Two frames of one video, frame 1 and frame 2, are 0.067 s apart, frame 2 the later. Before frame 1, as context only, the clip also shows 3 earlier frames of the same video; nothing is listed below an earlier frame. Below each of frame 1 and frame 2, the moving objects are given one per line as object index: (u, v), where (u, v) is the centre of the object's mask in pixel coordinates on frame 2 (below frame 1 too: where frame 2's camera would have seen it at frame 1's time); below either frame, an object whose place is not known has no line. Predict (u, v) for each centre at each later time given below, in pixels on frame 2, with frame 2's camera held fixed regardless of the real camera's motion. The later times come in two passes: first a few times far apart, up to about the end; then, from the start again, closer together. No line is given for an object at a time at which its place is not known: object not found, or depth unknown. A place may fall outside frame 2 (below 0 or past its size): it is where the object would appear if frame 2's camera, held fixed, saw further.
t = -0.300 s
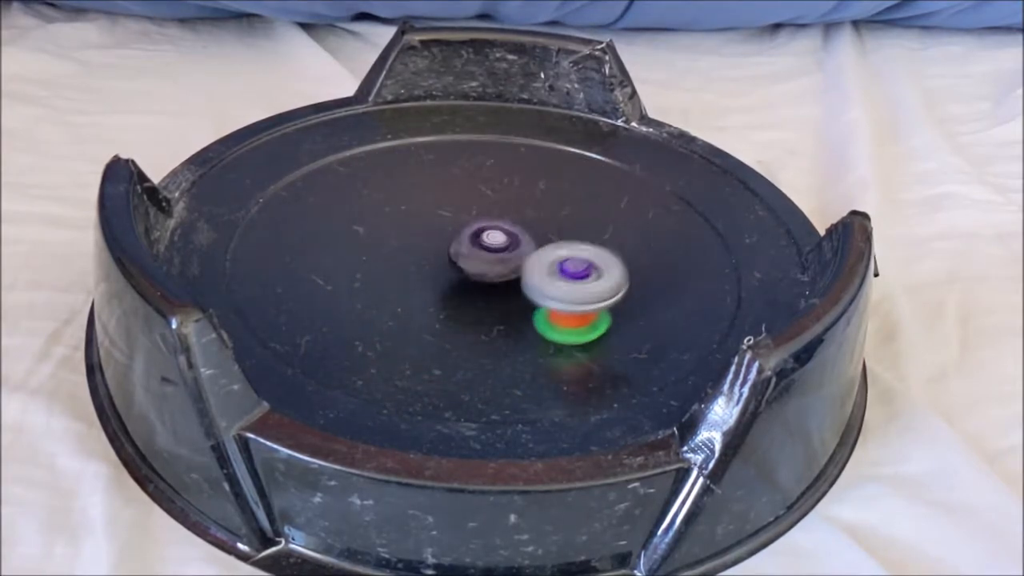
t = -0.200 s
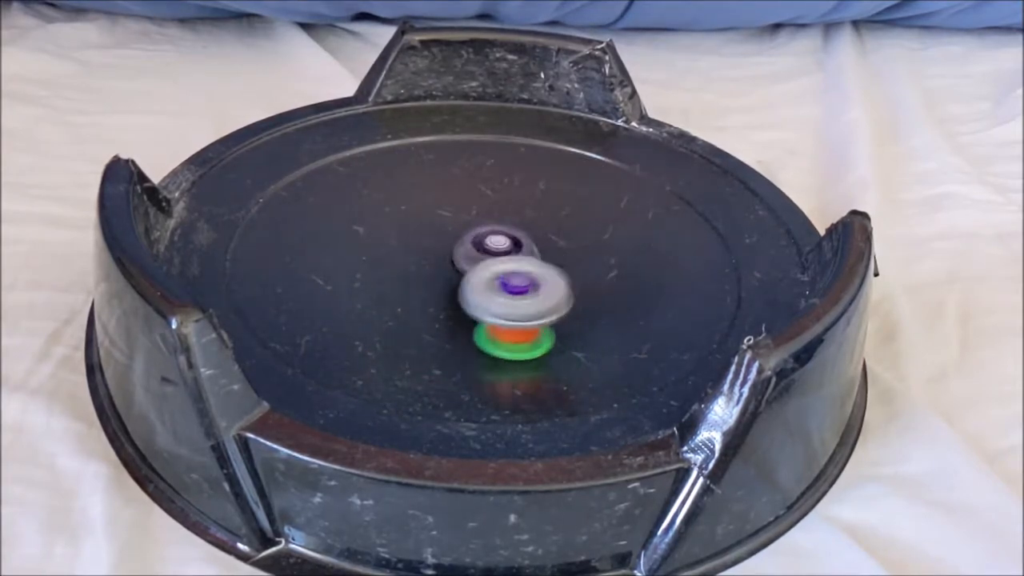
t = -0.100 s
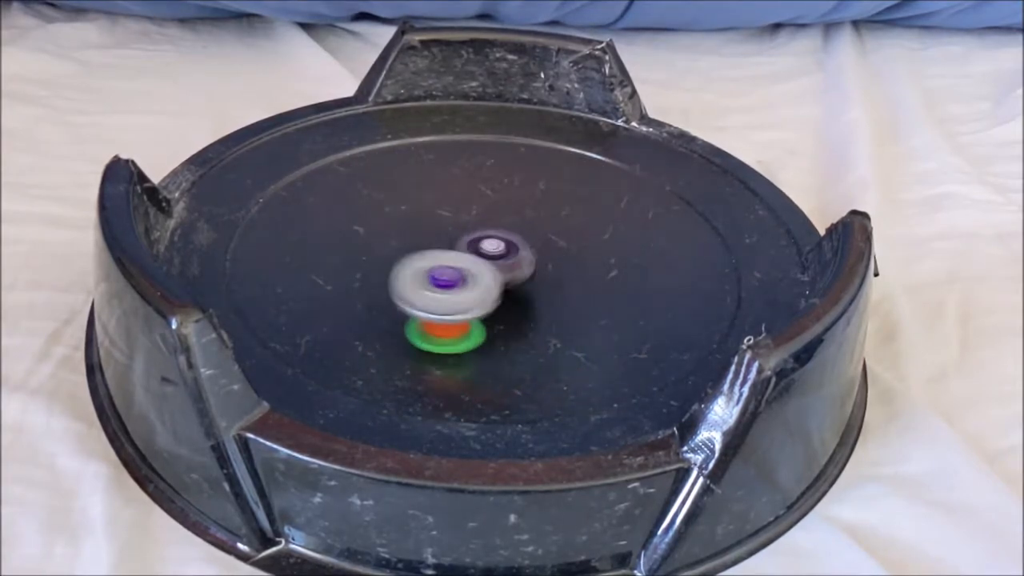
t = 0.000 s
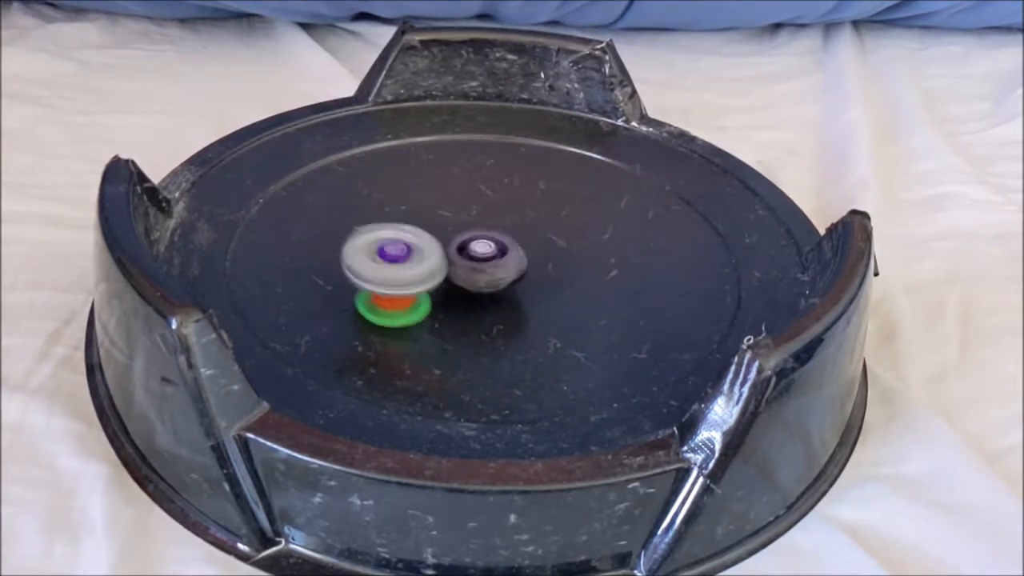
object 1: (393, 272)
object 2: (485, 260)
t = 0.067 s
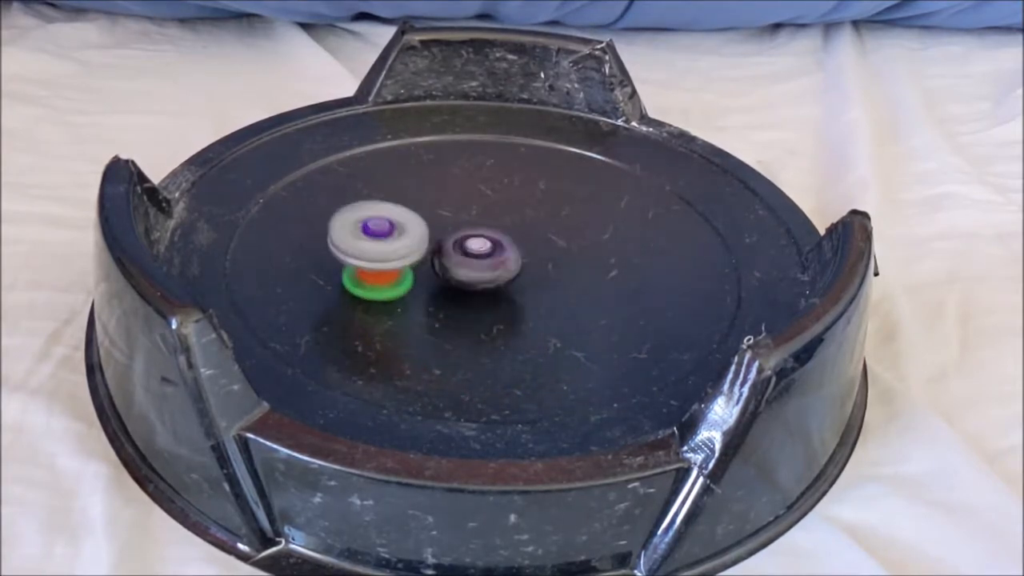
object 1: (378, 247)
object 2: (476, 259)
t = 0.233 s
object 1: (406, 195)
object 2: (480, 253)
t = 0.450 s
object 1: (521, 183)
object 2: (494, 258)
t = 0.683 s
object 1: (597, 245)
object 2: (484, 263)
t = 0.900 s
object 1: (519, 300)
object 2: (478, 246)
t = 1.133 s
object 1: (391, 260)
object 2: (498, 257)
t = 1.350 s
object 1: (420, 195)
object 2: (489, 261)
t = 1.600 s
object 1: (550, 201)
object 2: (482, 252)
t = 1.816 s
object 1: (580, 266)
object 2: (493, 254)
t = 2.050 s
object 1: (459, 293)
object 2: (501, 249)
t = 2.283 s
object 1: (394, 226)
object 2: (478, 256)
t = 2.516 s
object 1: (487, 186)
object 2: (492, 256)
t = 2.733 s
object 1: (576, 230)
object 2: (490, 262)
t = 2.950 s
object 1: (533, 288)
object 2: (469, 253)
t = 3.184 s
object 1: (412, 265)
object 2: (497, 253)
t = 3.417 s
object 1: (428, 201)
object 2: (495, 260)
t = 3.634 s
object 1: (530, 196)
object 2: (482, 259)
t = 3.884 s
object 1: (577, 261)
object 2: (487, 253)
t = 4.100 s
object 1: (491, 293)
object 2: (495, 240)
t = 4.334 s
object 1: (400, 250)
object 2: (483, 260)
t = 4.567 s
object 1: (437, 196)
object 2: (486, 255)
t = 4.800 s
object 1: (540, 204)
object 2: (491, 259)
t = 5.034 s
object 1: (567, 262)
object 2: (480, 260)
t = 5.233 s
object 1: (489, 286)
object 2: (484, 234)
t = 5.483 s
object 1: (412, 237)
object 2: (496, 258)
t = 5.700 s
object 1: (473, 194)
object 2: (487, 260)
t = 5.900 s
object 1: (553, 222)
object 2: (483, 255)
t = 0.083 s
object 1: (376, 242)
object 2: (475, 259)
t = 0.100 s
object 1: (377, 235)
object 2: (475, 258)
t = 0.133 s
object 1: (379, 224)
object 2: (475, 256)
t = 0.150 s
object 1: (381, 218)
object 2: (475, 255)
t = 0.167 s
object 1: (384, 213)
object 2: (475, 255)
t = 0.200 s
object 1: (394, 203)
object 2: (477, 254)
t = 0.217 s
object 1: (400, 199)
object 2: (478, 253)
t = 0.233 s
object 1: (406, 195)
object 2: (480, 253)
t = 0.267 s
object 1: (421, 188)
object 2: (482, 253)
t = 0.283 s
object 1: (428, 185)
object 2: (483, 252)
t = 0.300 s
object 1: (437, 183)
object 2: (484, 253)
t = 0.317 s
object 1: (446, 181)
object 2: (486, 252)
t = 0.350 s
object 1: (464, 178)
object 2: (489, 253)
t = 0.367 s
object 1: (473, 177)
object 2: (490, 254)
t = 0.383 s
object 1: (483, 178)
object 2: (490, 254)
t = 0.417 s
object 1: (502, 180)
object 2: (492, 256)
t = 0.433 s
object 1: (512, 181)
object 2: (494, 257)
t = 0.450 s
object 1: (521, 183)
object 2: (494, 258)
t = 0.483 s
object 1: (539, 188)
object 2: (495, 258)
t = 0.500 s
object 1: (547, 192)
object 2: (494, 260)
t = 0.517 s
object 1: (555, 195)
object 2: (495, 261)
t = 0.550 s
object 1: (569, 203)
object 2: (494, 261)
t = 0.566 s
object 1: (575, 208)
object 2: (492, 262)
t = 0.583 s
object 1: (581, 213)
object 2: (492, 263)
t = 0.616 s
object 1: (589, 223)
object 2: (490, 264)
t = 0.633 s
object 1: (592, 229)
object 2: (489, 263)
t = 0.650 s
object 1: (595, 234)
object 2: (487, 263)
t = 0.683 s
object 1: (597, 245)
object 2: (484, 263)
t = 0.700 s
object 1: (596, 251)
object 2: (484, 263)
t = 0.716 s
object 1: (595, 257)
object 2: (483, 263)
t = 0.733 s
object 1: (593, 262)
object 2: (482, 262)
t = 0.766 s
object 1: (585, 272)
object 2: (481, 261)
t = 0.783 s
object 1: (580, 277)
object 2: (482, 260)
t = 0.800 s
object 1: (574, 282)
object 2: (480, 259)
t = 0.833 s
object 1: (558, 291)
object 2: (478, 255)
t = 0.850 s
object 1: (550, 294)
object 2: (477, 253)
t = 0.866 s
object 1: (540, 296)
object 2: (475, 252)
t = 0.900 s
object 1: (519, 300)
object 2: (478, 246)
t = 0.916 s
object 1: (508, 301)
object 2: (480, 244)
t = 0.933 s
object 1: (497, 301)
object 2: (485, 242)
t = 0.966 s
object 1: (474, 300)
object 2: (498, 242)
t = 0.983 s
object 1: (463, 299)
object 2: (498, 244)
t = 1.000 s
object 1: (452, 296)
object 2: (501, 246)
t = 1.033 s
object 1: (432, 289)
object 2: (502, 249)
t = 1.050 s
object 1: (423, 285)
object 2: (502, 253)
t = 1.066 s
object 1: (415, 282)
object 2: (500, 254)
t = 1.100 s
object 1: (401, 271)
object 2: (499, 255)
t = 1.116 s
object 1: (396, 265)
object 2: (498, 256)
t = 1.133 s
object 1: (391, 260)
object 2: (498, 257)
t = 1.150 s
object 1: (388, 255)
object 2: (499, 258)
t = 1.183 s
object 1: (383, 243)
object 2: (499, 259)
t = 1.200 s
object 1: (383, 237)
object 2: (499, 259)
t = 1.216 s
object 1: (384, 231)
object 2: (498, 259)
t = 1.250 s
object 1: (387, 220)
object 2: (496, 261)
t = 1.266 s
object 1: (391, 215)
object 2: (496, 261)
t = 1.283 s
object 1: (396, 210)
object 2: (494, 261)
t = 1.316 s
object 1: (407, 202)
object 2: (491, 261)
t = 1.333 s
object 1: (413, 198)
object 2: (491, 261)
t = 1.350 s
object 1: (420, 195)
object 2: (489, 261)
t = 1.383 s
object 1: (436, 189)
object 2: (486, 259)
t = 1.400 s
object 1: (445, 188)
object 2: (484, 260)
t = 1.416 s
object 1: (453, 186)
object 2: (485, 259)
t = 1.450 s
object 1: (472, 184)
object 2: (484, 258)
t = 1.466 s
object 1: (481, 184)
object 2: (482, 257)
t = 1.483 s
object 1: (491, 185)
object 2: (482, 257)
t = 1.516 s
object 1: (509, 186)
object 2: (482, 256)
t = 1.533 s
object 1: (519, 188)
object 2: (480, 255)
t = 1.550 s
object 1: (527, 191)
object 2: (482, 254)
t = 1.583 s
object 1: (543, 198)
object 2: (482, 253)
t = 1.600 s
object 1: (550, 201)
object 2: (482, 252)
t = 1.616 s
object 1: (558, 205)
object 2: (484, 252)
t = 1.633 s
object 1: (564, 209)
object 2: (485, 251)
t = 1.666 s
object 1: (574, 218)
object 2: (487, 250)
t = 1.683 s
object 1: (579, 223)
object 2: (487, 251)
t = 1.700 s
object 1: (582, 229)
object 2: (489, 251)
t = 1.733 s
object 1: (586, 240)
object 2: (491, 251)
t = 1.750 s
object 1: (587, 245)
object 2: (491, 251)
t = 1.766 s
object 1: (587, 250)
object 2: (492, 251)
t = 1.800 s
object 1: (584, 261)
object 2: (494, 253)
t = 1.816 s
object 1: (580, 266)
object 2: (493, 254)
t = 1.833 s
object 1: (577, 271)
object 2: (492, 254)
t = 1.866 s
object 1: (565, 280)
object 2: (488, 254)
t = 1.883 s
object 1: (558, 284)
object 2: (486, 254)
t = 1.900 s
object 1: (550, 287)
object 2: (485, 253)
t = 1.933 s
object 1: (533, 293)
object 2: (482, 249)
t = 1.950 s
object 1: (523, 295)
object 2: (482, 247)
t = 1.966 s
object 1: (513, 296)
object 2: (483, 246)
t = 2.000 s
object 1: (491, 296)
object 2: (493, 241)
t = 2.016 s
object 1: (481, 296)
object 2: (497, 243)
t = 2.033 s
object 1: (469, 295)
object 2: (500, 246)
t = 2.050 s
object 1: (459, 293)
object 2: (501, 249)
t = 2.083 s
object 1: (439, 287)
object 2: (501, 255)
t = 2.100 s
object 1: (430, 284)
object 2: (497, 256)
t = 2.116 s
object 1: (422, 279)
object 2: (495, 259)
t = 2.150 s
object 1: (408, 270)
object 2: (490, 260)
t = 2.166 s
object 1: (403, 264)
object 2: (486, 260)
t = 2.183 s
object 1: (398, 259)
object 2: (485, 259)
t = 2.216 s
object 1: (393, 248)
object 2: (481, 258)
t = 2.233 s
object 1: (392, 242)
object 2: (479, 257)
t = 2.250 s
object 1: (391, 237)
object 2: (478, 257)
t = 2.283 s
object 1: (394, 226)
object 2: (478, 256)
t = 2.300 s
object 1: (396, 221)
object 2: (479, 256)
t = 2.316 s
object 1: (400, 216)
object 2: (480, 255)
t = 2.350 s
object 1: (409, 207)
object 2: (481, 254)
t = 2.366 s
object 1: (414, 204)
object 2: (481, 254)
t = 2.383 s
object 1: (420, 200)
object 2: (484, 254)
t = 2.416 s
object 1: (434, 194)
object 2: (486, 253)
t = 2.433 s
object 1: (442, 191)
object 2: (486, 253)
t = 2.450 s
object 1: (451, 189)
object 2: (488, 254)
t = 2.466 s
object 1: (459, 188)
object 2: (488, 254)
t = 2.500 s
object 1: (477, 186)
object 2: (490, 256)
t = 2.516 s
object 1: (487, 186)
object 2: (492, 256)
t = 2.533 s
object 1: (496, 187)
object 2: (491, 256)
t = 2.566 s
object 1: (514, 190)
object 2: (491, 257)
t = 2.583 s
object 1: (523, 193)
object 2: (494, 258)
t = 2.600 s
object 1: (530, 195)
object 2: (493, 259)
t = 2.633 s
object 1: (546, 203)
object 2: (493, 259)
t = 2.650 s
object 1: (552, 207)
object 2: (493, 259)
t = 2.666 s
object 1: (558, 211)
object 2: (492, 260)
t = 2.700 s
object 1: (569, 220)
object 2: (491, 261)
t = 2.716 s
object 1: (573, 225)
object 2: (491, 262)
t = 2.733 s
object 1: (576, 230)
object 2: (490, 262)
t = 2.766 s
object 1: (580, 241)
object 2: (488, 262)
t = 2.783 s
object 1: (581, 246)
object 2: (487, 262)
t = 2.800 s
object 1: (580, 251)
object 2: (486, 262)
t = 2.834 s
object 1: (576, 261)
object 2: (484, 261)
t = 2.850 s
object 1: (573, 266)
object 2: (482, 261)
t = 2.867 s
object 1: (568, 271)
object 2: (480, 261)
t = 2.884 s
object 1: (564, 275)
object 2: (479, 261)
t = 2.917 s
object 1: (550, 283)
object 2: (474, 257)
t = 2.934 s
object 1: (542, 286)
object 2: (473, 254)
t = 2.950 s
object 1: (533, 288)
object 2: (469, 253)
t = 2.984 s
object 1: (515, 292)
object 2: (470, 247)
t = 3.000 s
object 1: (506, 293)
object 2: (474, 243)
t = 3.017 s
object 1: (496, 293)
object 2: (476, 240)
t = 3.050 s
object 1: (476, 291)
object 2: (490, 238)
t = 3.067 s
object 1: (466, 290)
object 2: (497, 241)
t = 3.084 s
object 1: (456, 288)
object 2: (498, 243)
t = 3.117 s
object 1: (439, 281)
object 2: (501, 248)
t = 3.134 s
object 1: (431, 278)
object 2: (501, 251)
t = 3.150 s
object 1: (424, 274)
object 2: (500, 250)
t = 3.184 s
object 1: (412, 265)
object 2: (497, 253)
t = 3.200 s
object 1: (408, 261)
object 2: (497, 254)
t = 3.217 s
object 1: (404, 256)
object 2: (496, 254)
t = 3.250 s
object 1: (399, 245)
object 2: (496, 255)
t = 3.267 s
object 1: (398, 240)
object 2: (495, 255)
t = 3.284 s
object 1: (398, 234)
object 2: (496, 256)
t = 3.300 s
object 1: (399, 230)
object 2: (496, 256)
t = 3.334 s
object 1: (404, 219)
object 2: (497, 257)
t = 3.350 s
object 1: (407, 216)
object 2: (498, 257)
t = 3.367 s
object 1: (412, 211)
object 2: (496, 258)
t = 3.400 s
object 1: (422, 204)
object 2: (495, 259)
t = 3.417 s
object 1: (428, 201)
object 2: (495, 260)
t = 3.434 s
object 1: (434, 199)
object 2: (494, 260)
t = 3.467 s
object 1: (449, 192)
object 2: (492, 260)
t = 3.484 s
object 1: (456, 191)
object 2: (491, 260)
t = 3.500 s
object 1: (464, 190)
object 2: (489, 260)
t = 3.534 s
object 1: (480, 188)
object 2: (488, 261)
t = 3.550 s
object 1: (489, 187)
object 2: (486, 260)
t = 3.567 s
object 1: (497, 189)
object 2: (487, 260)
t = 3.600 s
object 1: (515, 191)
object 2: (484, 259)
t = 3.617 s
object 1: (522, 193)
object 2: (483, 259)
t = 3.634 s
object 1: (530, 196)
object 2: (482, 259)
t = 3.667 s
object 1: (543, 202)
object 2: (481, 257)
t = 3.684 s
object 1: (550, 205)
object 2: (482, 256)
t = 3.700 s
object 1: (557, 210)
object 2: (480, 255)
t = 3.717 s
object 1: (562, 213)
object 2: (482, 255)
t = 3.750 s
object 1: (571, 222)
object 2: (482, 254)
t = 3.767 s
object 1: (575, 226)
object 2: (483, 254)
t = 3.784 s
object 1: (578, 232)
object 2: (483, 253)
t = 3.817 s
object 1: (581, 241)
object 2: (485, 252)
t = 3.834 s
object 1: (581, 247)
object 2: (486, 252)
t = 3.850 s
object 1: (580, 251)
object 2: (486, 253)
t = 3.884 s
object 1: (577, 261)
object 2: (487, 253)
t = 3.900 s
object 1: (573, 264)
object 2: (488, 252)
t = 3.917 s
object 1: (569, 269)
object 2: (485, 252)
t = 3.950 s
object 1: (560, 276)
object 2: (483, 252)
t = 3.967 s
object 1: (554, 280)
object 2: (482, 252)
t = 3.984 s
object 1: (547, 283)
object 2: (482, 251)
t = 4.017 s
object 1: (533, 288)
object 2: (480, 247)
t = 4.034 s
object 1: (526, 290)
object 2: (480, 246)
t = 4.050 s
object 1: (517, 292)
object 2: (482, 244)
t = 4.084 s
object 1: (500, 293)
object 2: (488, 241)
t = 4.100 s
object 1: (491, 293)
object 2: (495, 240)
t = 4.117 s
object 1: (482, 293)
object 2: (498, 241)
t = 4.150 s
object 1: (464, 290)
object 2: (505, 247)
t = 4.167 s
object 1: (456, 289)
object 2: (506, 251)
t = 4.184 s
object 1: (447, 287)
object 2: (503, 252)
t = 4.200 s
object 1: (438, 283)
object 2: (503, 257)
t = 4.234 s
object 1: (425, 277)
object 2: (497, 259)
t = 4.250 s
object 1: (418, 273)
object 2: (496, 259)
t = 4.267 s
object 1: (414, 270)
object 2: (493, 259)
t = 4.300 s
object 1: (405, 261)
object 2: (487, 260)
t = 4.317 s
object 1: (402, 256)
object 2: (487, 260)
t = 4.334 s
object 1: (400, 250)
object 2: (483, 260)
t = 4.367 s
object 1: (397, 242)
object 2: (482, 258)
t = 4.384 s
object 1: (397, 236)
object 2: (482, 258)
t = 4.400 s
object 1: (397, 233)
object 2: (480, 257)
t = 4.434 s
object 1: (400, 224)
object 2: (480, 256)
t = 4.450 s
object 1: (403, 221)
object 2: (481, 256)
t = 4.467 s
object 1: (407, 215)
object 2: (481, 256)
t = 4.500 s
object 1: (415, 209)
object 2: (483, 256)
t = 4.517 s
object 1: (420, 205)
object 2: (484, 254)
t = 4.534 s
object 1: (425, 202)
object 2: (483, 255)
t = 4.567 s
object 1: (437, 196)
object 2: (486, 255)
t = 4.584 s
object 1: (444, 195)
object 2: (487, 255)
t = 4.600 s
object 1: (452, 192)
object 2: (489, 255)
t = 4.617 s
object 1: (458, 191)
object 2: (489, 255)
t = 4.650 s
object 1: (474, 189)
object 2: (489, 257)
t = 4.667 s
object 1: (481, 190)
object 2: (490, 257)
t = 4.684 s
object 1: (489, 190)
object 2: (492, 258)
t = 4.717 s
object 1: (505, 192)
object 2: (492, 258)
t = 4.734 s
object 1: (513, 194)
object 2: (491, 258)
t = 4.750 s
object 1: (520, 195)
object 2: (491, 258)
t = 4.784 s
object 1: (534, 201)
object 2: (490, 259)
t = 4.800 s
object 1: (540, 204)
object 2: (491, 259)
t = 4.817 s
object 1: (546, 208)
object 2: (490, 260)
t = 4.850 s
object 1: (556, 216)
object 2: (491, 261)
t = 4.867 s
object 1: (559, 220)
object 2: (490, 260)
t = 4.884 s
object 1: (563, 223)
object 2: (489, 261)
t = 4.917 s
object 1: (568, 232)
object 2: (488, 262)
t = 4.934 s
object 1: (570, 236)
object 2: (487, 262)
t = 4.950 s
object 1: (571, 241)
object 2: (485, 261)
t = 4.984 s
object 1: (572, 249)
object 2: (484, 260)
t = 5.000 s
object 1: (570, 254)
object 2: (482, 260)
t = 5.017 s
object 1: (569, 258)
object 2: (481, 260)
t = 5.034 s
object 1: (567, 262)
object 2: (480, 260)
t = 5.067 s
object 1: (560, 269)
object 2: (477, 259)
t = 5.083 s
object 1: (555, 273)
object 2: (476, 258)
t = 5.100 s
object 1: (549, 277)
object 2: (473, 257)
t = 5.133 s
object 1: (536, 281)
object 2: (469, 254)
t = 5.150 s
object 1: (529, 283)
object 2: (468, 252)
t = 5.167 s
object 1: (522, 285)
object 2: (468, 249)
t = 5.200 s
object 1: (506, 286)
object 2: (471, 241)
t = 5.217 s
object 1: (498, 287)
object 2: (475, 238)
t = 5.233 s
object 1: (489, 286)
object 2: (484, 234)
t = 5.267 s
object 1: (474, 284)
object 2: (499, 237)
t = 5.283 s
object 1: (465, 283)
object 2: (505, 242)
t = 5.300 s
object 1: (458, 281)
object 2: (508, 245)
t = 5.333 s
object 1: (444, 276)
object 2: (507, 251)
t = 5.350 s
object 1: (437, 273)
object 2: (506, 252)
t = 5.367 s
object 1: (431, 269)
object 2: (505, 254)
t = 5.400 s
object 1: (422, 261)
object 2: (501, 257)
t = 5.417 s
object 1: (418, 256)
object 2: (500, 257)
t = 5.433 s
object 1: (415, 252)
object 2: (498, 257)
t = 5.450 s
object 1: (413, 247)
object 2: (498, 257)
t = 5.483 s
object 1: (412, 237)
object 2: (496, 258)
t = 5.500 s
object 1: (413, 233)
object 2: (496, 258)
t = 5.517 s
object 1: (415, 228)
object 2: (495, 258)
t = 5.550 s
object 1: (421, 220)
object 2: (495, 260)
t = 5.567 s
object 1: (424, 216)
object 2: (493, 259)
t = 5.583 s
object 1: (428, 212)
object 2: (494, 259)
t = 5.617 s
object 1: (438, 206)
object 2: (492, 259)
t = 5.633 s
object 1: (444, 202)
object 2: (491, 260)
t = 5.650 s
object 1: (451, 200)
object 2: (489, 260)
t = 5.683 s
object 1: (466, 195)
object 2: (489, 260)
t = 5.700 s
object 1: (473, 194)
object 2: (487, 260)
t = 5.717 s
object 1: (481, 193)
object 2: (488, 260)
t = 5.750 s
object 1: (498, 195)
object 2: (485, 259)
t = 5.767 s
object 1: (506, 197)
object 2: (485, 260)
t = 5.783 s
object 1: (514, 198)
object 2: (483, 259)
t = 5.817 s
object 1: (527, 204)
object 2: (484, 258)
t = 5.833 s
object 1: (533, 207)
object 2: (482, 258)
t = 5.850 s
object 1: (539, 210)
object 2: (483, 256)
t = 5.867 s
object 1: (544, 214)
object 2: (483, 256)
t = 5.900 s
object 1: (553, 222)
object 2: (483, 255)
